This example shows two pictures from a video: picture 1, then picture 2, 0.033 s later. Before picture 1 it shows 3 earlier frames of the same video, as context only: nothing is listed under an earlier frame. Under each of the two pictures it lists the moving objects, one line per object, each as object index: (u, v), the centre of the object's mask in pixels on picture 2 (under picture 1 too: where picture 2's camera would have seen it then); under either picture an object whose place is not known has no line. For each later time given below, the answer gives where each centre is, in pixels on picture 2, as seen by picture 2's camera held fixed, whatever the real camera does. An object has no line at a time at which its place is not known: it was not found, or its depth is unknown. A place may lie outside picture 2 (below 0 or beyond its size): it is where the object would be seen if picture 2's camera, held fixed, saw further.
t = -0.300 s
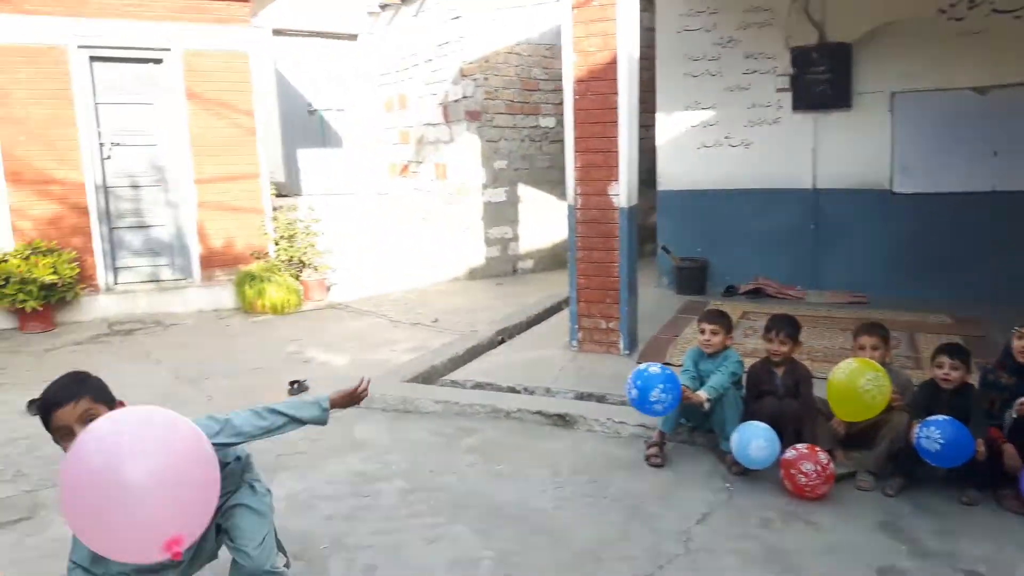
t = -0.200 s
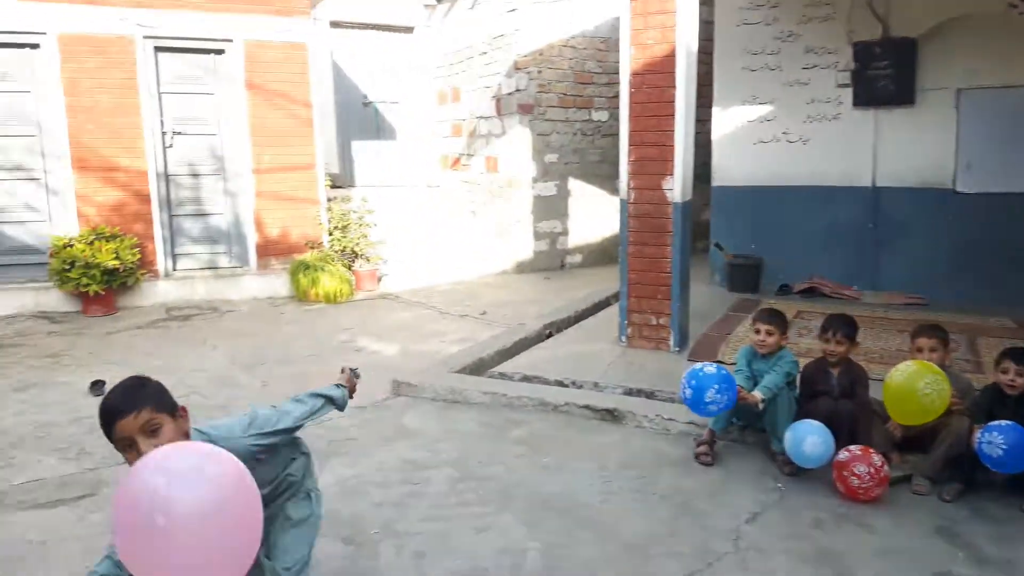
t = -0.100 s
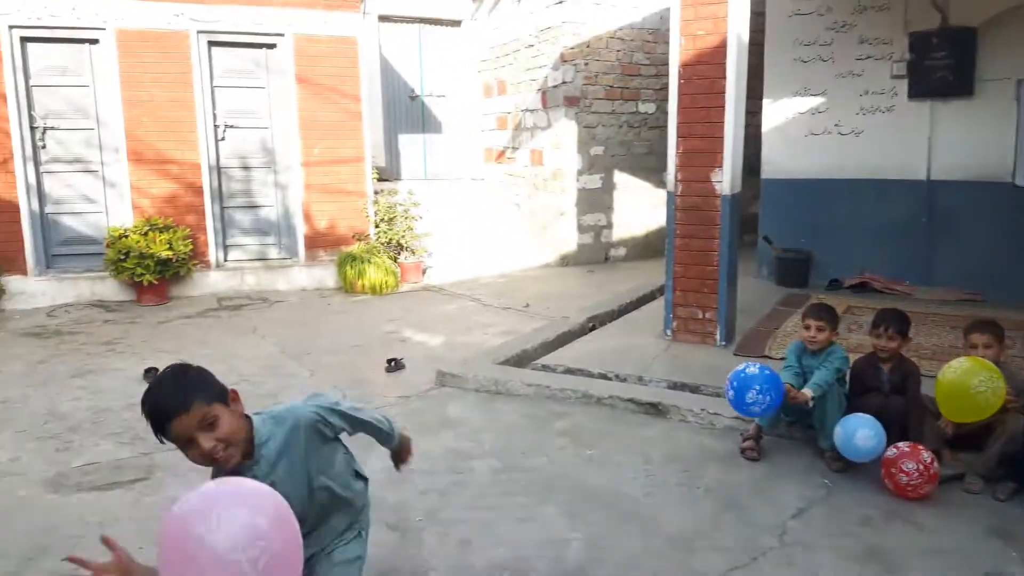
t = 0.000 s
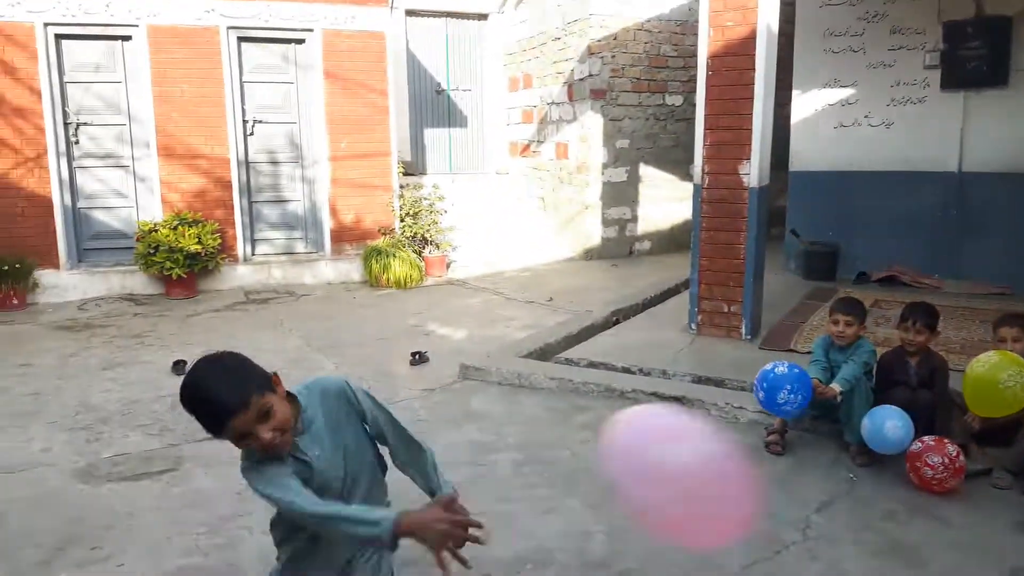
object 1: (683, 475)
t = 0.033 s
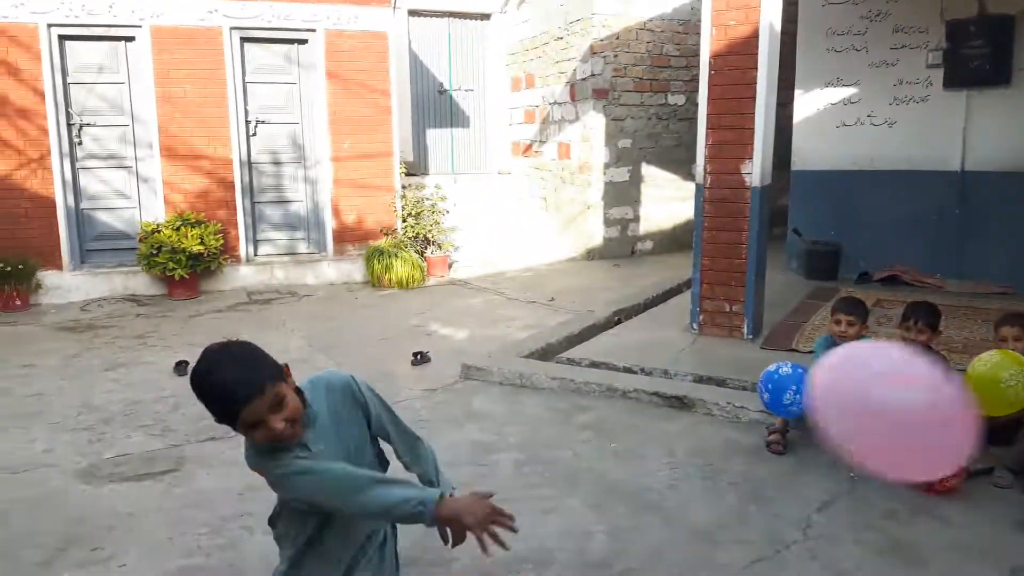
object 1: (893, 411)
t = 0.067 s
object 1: (997, 331)
